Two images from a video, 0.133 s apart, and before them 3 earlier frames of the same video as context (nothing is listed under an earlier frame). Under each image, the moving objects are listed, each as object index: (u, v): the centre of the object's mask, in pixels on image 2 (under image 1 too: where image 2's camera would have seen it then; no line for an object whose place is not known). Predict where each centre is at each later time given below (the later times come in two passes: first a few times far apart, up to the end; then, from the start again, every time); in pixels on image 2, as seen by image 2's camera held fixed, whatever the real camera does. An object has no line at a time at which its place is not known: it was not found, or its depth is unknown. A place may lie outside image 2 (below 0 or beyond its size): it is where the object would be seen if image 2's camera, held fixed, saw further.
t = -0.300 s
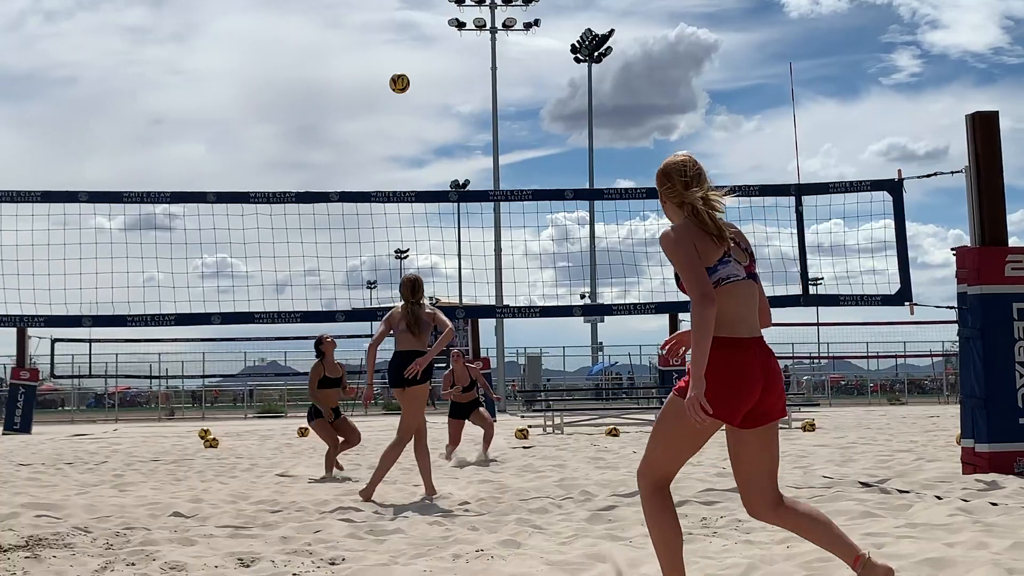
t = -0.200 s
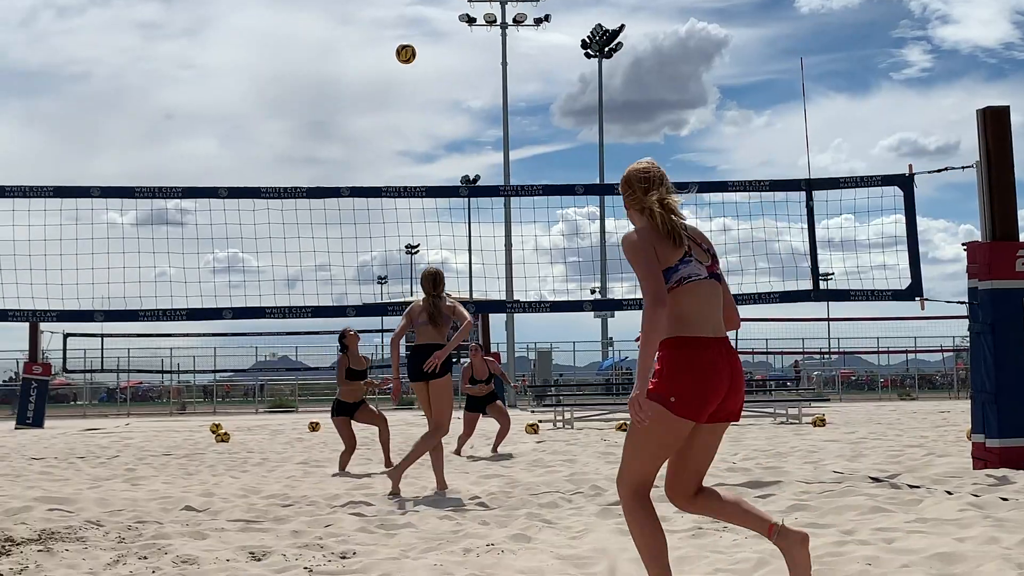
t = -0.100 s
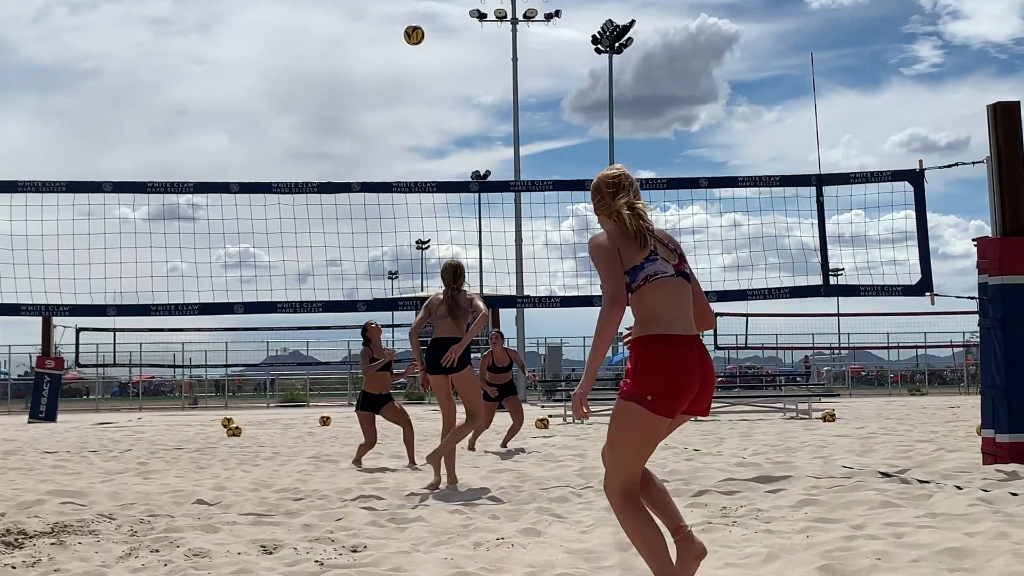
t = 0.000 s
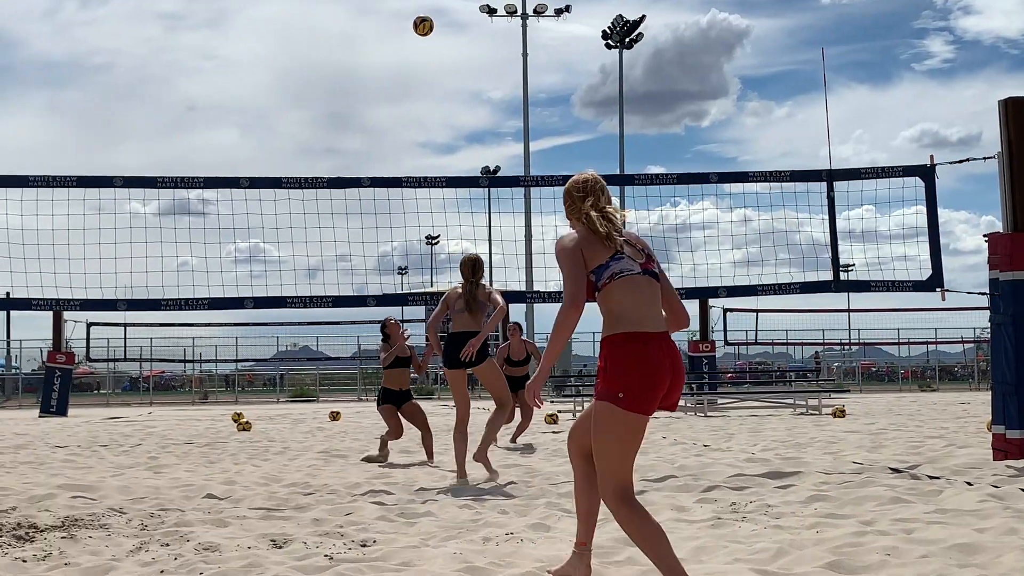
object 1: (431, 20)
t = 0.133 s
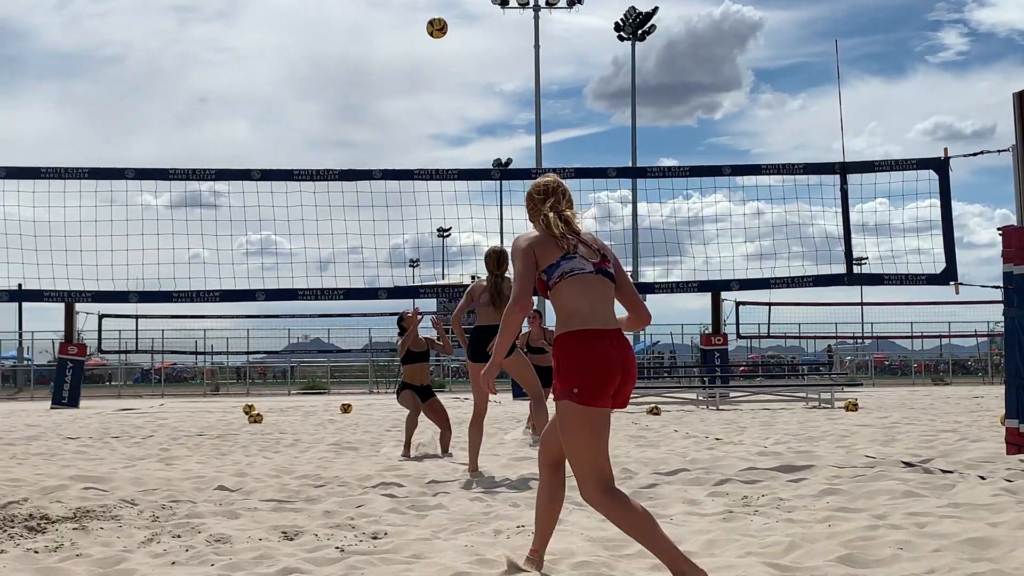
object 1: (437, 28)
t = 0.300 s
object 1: (447, 62)
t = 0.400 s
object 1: (456, 96)
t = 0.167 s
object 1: (439, 32)
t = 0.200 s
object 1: (440, 38)
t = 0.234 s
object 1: (442, 44)
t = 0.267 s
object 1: (445, 53)
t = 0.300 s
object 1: (447, 62)
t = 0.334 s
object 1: (450, 73)
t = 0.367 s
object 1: (453, 83)
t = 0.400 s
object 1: (456, 96)
